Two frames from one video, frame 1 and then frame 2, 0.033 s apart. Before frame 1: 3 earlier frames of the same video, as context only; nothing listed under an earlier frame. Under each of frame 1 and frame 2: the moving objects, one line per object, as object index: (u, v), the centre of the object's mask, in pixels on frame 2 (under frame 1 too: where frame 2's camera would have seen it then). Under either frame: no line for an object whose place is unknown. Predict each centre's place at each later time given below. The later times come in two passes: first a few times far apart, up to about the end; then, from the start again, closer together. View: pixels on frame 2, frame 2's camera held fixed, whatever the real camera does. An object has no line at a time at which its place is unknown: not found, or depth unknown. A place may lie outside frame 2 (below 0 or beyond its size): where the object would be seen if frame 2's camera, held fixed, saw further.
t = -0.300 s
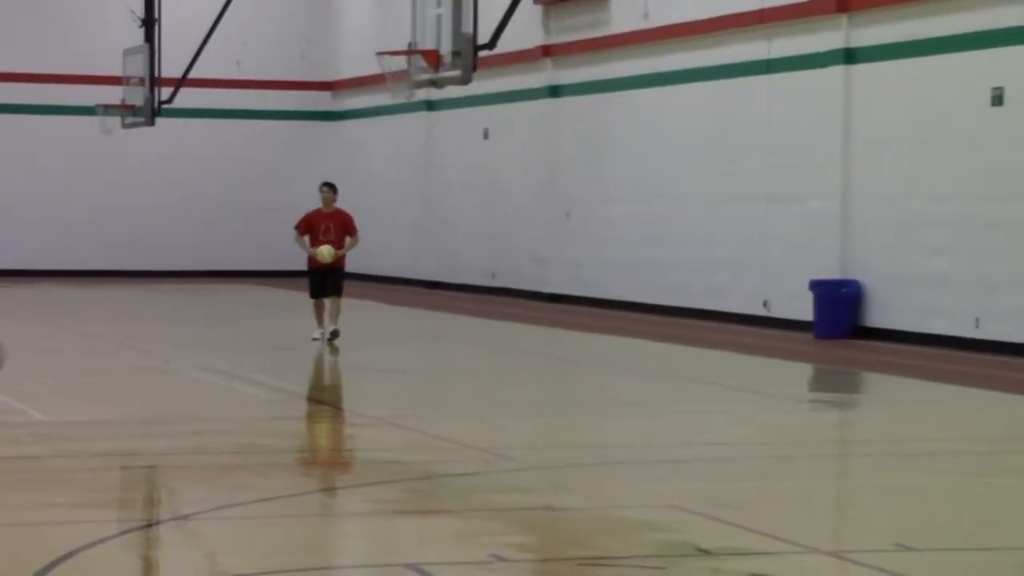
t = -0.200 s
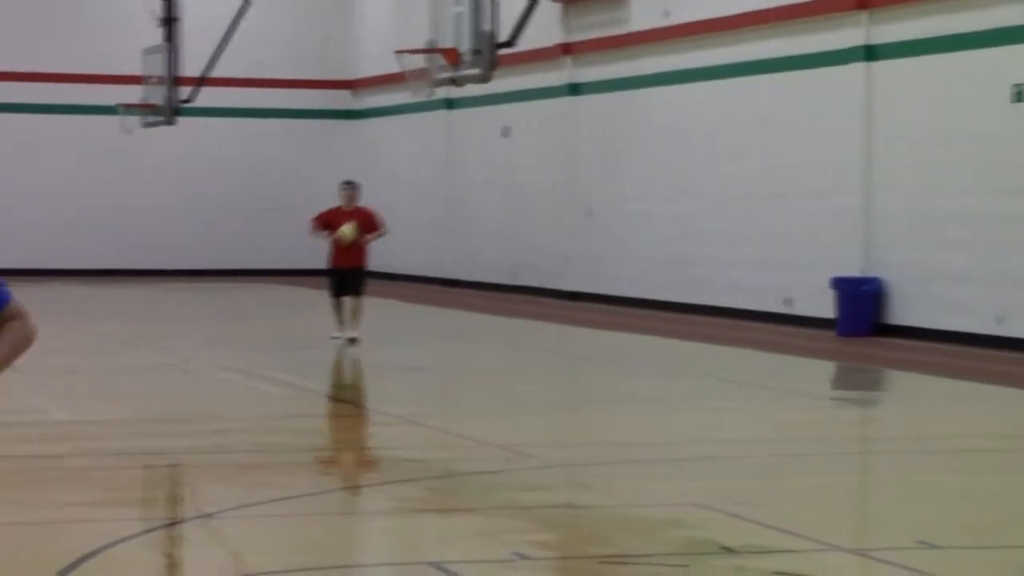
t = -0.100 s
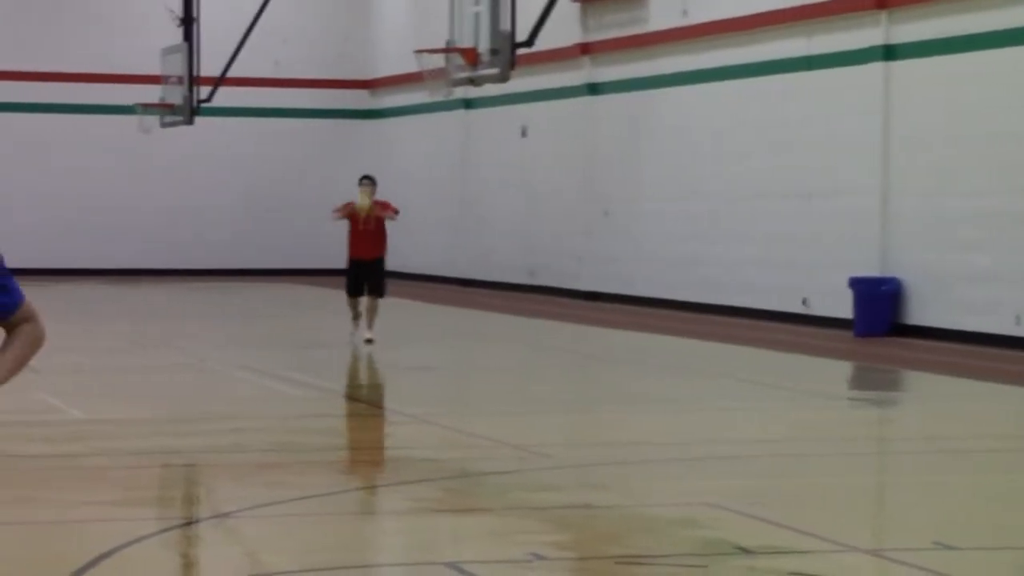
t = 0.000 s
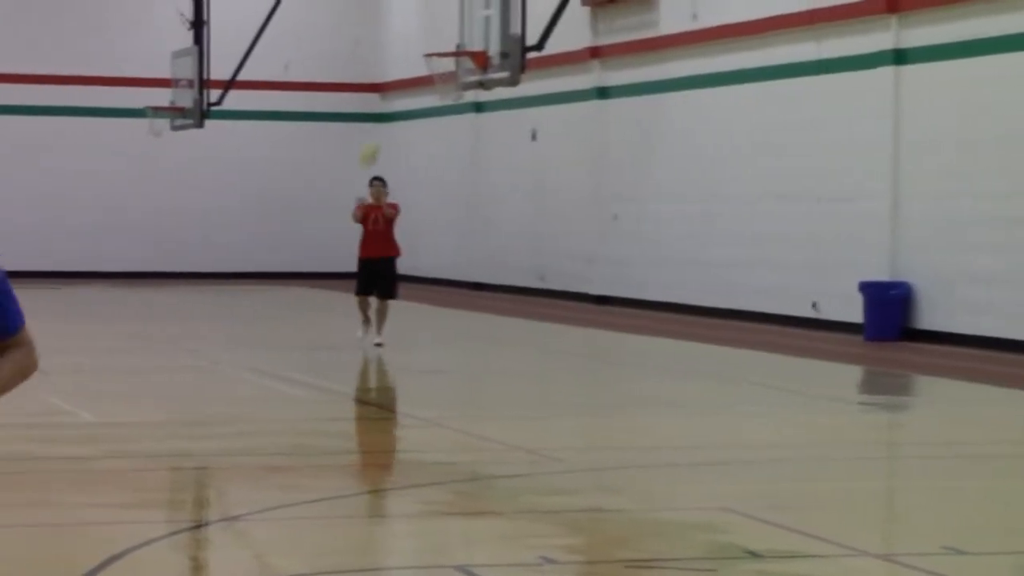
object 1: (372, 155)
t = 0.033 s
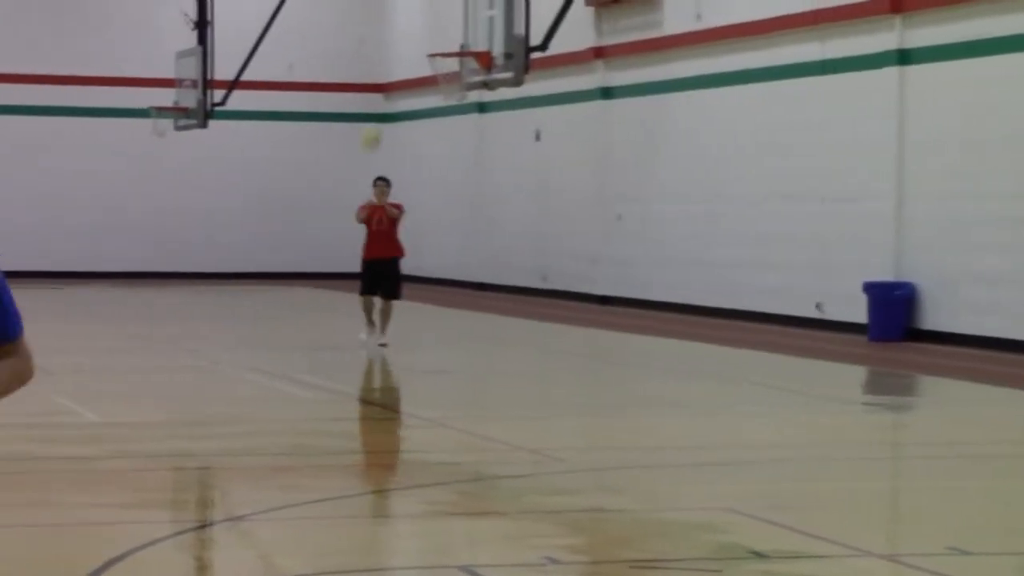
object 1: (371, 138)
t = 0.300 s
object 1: (364, 42)
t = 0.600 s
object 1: (332, 11)
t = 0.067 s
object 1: (373, 123)
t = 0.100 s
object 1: (372, 110)
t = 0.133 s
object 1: (370, 95)
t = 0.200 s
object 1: (367, 71)
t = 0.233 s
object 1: (364, 62)
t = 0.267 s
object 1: (363, 53)
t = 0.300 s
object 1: (364, 42)
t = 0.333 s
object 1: (361, 36)
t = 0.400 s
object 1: (352, 25)
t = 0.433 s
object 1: (349, 20)
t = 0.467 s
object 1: (344, 17)
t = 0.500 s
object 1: (345, 11)
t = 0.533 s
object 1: (338, 12)
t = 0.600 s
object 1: (332, 11)
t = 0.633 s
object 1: (326, 14)
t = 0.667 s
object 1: (322, 16)
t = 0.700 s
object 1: (320, 21)
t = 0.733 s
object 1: (321, 27)
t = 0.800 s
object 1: (317, 47)
